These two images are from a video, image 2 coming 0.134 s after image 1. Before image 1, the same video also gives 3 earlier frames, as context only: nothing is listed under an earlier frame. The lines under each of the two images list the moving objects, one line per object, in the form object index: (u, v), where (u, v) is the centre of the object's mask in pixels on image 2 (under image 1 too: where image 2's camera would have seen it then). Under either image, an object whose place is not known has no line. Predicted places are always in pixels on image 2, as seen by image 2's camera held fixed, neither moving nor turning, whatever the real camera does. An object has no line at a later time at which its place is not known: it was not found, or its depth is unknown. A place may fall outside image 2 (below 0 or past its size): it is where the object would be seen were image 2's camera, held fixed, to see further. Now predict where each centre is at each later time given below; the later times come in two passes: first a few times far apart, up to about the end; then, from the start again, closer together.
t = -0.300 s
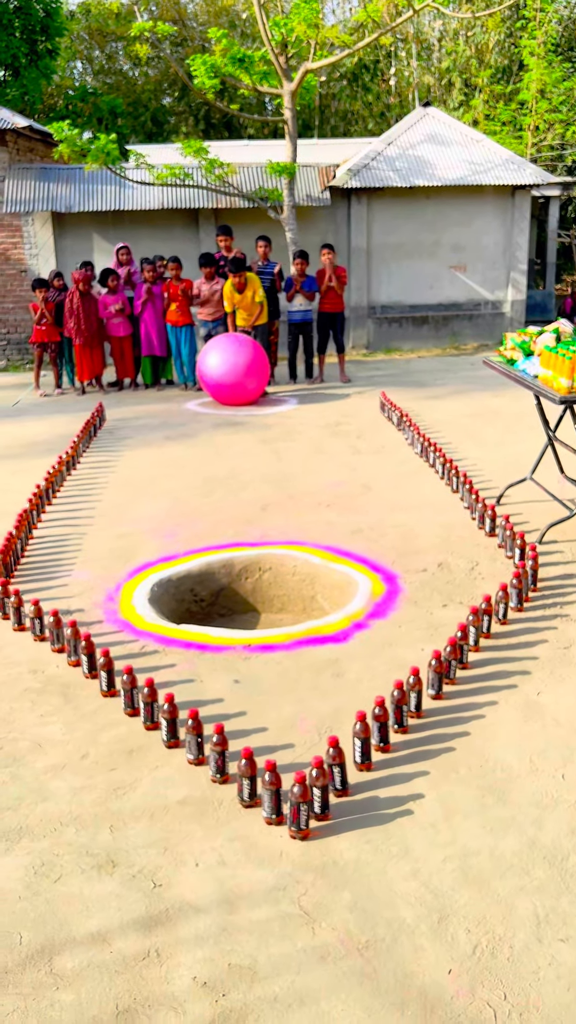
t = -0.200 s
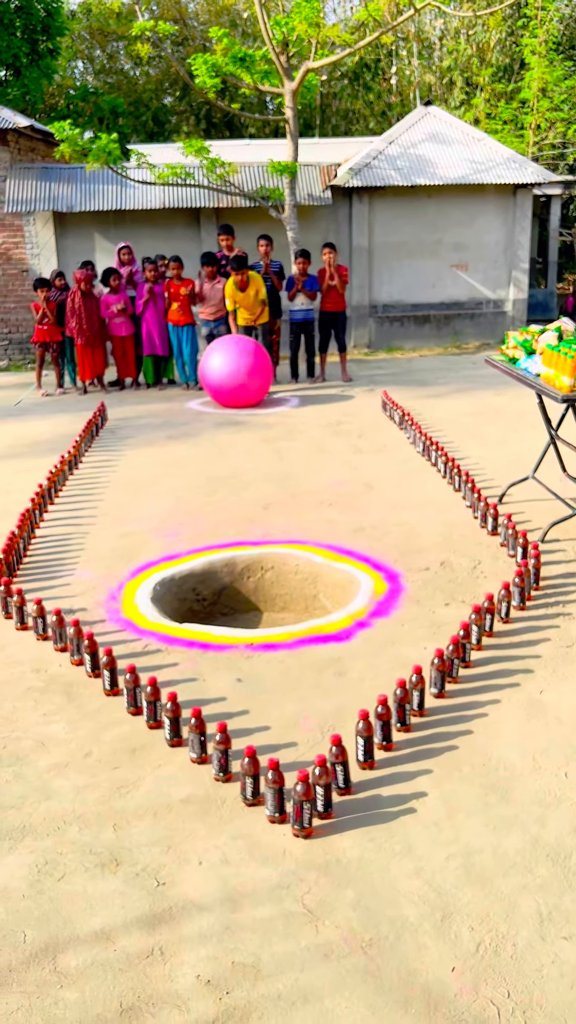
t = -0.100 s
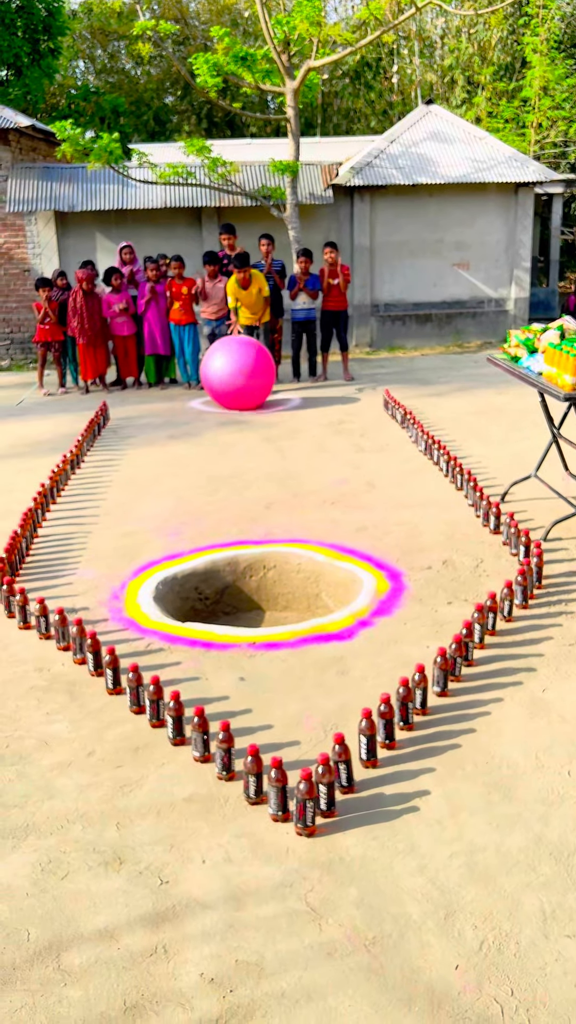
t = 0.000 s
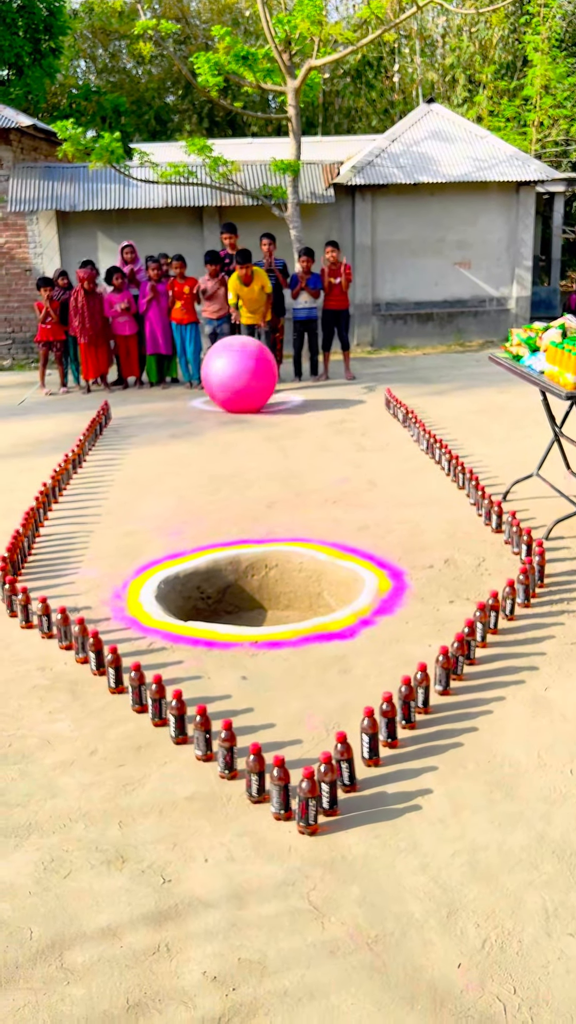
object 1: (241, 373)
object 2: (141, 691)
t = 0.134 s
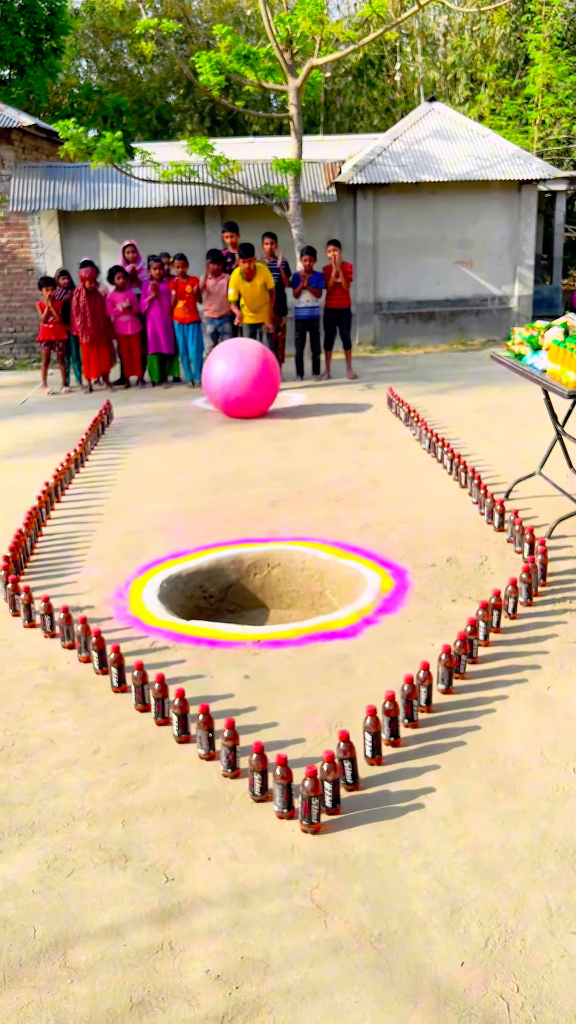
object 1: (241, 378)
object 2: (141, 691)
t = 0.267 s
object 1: (241, 382)
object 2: (141, 691)
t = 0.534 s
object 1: (239, 391)
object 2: (140, 691)
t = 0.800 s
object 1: (234, 404)
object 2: (140, 691)
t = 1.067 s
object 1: (226, 412)
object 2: (140, 691)
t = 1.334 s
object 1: (217, 423)
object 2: (140, 691)
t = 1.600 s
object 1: (208, 437)
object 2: (140, 691)
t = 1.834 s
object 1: (200, 449)
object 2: (140, 691)
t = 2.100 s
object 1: (189, 467)
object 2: (140, 691)
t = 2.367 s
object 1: (177, 487)
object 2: (140, 691)
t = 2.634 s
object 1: (164, 512)
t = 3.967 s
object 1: (219, 628)
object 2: (127, 729)
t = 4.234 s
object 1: (264, 630)
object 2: (126, 729)
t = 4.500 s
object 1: (304, 630)
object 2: (128, 728)
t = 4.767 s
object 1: (334, 632)
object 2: (128, 728)
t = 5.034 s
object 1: (360, 631)
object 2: (128, 728)
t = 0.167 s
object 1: (241, 379)
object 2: (141, 691)
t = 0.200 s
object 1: (241, 379)
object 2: (141, 691)
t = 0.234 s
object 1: (241, 381)
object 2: (141, 691)
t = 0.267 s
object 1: (241, 382)
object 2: (141, 691)
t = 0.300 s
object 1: (241, 384)
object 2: (140, 691)
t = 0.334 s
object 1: (241, 386)
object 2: (140, 691)
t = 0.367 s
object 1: (241, 387)
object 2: (141, 691)
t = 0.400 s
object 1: (240, 387)
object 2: (141, 691)
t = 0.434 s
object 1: (240, 387)
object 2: (140, 691)
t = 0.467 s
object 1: (240, 387)
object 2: (140, 691)
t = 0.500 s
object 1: (239, 389)
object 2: (141, 691)
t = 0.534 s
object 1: (239, 391)
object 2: (140, 691)
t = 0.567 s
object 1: (238, 394)
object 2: (140, 691)
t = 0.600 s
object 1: (238, 395)
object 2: (140, 691)
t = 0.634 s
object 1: (237, 396)
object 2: (140, 691)
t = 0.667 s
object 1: (237, 396)
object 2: (140, 691)
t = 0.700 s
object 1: (236, 396)
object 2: (140, 691)
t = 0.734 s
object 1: (235, 398)
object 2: (140, 691)
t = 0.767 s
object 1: (235, 400)
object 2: (140, 691)
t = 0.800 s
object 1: (234, 404)
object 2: (140, 691)
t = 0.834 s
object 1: (234, 407)
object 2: (140, 691)
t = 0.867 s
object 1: (233, 408)
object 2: (140, 691)
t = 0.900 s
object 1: (232, 408)
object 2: (140, 691)
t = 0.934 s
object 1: (231, 407)
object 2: (140, 691)
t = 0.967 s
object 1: (230, 407)
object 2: (140, 691)
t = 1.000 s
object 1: (228, 407)
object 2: (140, 691)
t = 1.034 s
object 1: (227, 409)
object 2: (140, 691)
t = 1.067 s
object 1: (226, 412)
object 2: (140, 691)
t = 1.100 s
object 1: (226, 416)
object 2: (140, 691)
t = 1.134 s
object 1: (225, 420)
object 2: (140, 691)
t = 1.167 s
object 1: (223, 421)
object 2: (140, 691)
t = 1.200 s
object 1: (222, 420)
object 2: (140, 691)
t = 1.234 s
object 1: (221, 419)
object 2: (140, 691)
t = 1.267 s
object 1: (219, 419)
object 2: (140, 691)
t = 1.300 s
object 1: (218, 420)
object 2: (140, 691)
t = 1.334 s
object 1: (217, 423)
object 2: (140, 691)
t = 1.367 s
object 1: (216, 426)
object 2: (140, 691)
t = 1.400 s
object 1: (215, 431)
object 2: (140, 691)
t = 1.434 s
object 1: (214, 433)
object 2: (140, 691)
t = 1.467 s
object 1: (213, 433)
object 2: (140, 691)
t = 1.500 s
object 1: (211, 433)
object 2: (140, 691)
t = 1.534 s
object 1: (210, 433)
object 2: (140, 691)
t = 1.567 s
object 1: (209, 434)
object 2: (140, 691)
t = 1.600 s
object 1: (208, 437)
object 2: (140, 691)
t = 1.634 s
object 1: (207, 441)
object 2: (140, 691)
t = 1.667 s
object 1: (206, 445)
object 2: (140, 691)
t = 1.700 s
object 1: (205, 447)
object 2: (140, 691)
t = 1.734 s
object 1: (204, 448)
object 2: (140, 691)
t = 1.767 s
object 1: (202, 448)
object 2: (140, 691)
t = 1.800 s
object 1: (201, 448)
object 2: (140, 691)
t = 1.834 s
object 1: (200, 449)
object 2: (140, 691)
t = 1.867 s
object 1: (198, 451)
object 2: (140, 691)
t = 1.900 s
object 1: (197, 456)
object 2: (140, 691)
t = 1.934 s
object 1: (196, 461)
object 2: (140, 691)
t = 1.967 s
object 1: (195, 466)
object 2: (140, 691)
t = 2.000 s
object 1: (194, 468)
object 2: (140, 691)
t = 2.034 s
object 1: (192, 467)
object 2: (140, 691)
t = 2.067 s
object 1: (190, 466)
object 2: (140, 691)
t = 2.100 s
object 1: (189, 467)
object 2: (140, 691)
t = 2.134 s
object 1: (188, 468)
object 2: (140, 691)
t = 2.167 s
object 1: (186, 471)
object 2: (140, 691)
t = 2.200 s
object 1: (185, 476)
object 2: (140, 691)
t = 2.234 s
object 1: (184, 482)
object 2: (140, 691)
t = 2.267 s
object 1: (182, 486)
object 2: (140, 691)
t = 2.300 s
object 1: (181, 487)
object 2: (140, 691)
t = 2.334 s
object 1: (179, 487)
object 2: (140, 691)
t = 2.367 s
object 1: (177, 487)
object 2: (140, 691)
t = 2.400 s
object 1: (175, 488)
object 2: (140, 691)
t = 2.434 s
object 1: (174, 491)
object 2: (140, 691)
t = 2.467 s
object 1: (172, 496)
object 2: (140, 691)
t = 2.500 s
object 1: (171, 502)
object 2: (140, 691)
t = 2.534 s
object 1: (169, 508)
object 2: (140, 691)
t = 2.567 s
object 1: (167, 511)
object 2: (140, 691)
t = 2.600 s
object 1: (166, 511)
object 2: (140, 691)
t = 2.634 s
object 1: (164, 512)
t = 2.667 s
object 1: (163, 512)
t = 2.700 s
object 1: (162, 515)
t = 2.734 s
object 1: (160, 519)
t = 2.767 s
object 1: (159, 525)
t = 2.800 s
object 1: (158, 533)
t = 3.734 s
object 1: (190, 616)
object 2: (129, 727)
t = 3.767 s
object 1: (193, 617)
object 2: (128, 728)
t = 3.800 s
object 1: (197, 619)
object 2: (129, 729)
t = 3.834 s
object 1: (201, 620)
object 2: (129, 729)
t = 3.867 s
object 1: (205, 623)
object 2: (129, 729)
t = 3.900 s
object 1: (209, 625)
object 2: (127, 729)
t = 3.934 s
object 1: (214, 627)
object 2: (126, 729)
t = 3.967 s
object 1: (219, 628)
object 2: (127, 729)
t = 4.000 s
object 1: (225, 627)
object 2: (126, 729)
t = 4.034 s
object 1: (230, 627)
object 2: (125, 729)
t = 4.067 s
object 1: (236, 628)
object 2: (125, 729)
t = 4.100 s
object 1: (242, 629)
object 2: (126, 729)
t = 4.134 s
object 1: (247, 630)
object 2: (125, 729)
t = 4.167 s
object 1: (253, 631)
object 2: (126, 729)
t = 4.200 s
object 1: (259, 630)
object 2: (126, 728)
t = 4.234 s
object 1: (264, 630)
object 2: (126, 729)
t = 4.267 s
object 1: (269, 629)
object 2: (126, 729)
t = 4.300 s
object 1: (275, 629)
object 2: (126, 728)
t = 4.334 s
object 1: (280, 630)
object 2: (126, 728)
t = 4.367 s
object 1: (285, 631)
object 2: (126, 728)
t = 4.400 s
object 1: (290, 632)
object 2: (127, 728)
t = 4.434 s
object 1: (295, 633)
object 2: (127, 728)
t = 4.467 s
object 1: (300, 632)
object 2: (127, 728)
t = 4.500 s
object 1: (304, 630)
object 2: (128, 728)
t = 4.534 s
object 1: (309, 629)
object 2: (128, 728)
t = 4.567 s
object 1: (313, 630)
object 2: (128, 728)
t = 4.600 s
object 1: (317, 631)
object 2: (128, 728)
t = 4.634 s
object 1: (320, 633)
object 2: (128, 728)
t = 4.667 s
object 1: (324, 635)
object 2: (128, 728)
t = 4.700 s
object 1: (327, 636)
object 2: (128, 728)
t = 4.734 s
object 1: (331, 634)
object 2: (128, 728)
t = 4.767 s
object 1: (334, 632)
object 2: (128, 728)
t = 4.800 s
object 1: (337, 631)
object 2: (128, 728)
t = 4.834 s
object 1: (341, 631)
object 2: (128, 728)
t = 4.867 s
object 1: (344, 632)
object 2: (128, 728)
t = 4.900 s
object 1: (348, 634)
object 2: (128, 728)
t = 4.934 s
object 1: (351, 635)
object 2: (128, 728)
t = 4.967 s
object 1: (354, 635)
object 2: (128, 728)
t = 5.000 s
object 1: (357, 633)
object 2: (128, 728)
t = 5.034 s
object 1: (360, 631)
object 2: (128, 728)
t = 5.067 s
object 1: (363, 630)
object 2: (128, 728)
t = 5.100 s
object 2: (128, 728)
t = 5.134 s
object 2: (128, 728)
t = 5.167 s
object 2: (128, 728)
